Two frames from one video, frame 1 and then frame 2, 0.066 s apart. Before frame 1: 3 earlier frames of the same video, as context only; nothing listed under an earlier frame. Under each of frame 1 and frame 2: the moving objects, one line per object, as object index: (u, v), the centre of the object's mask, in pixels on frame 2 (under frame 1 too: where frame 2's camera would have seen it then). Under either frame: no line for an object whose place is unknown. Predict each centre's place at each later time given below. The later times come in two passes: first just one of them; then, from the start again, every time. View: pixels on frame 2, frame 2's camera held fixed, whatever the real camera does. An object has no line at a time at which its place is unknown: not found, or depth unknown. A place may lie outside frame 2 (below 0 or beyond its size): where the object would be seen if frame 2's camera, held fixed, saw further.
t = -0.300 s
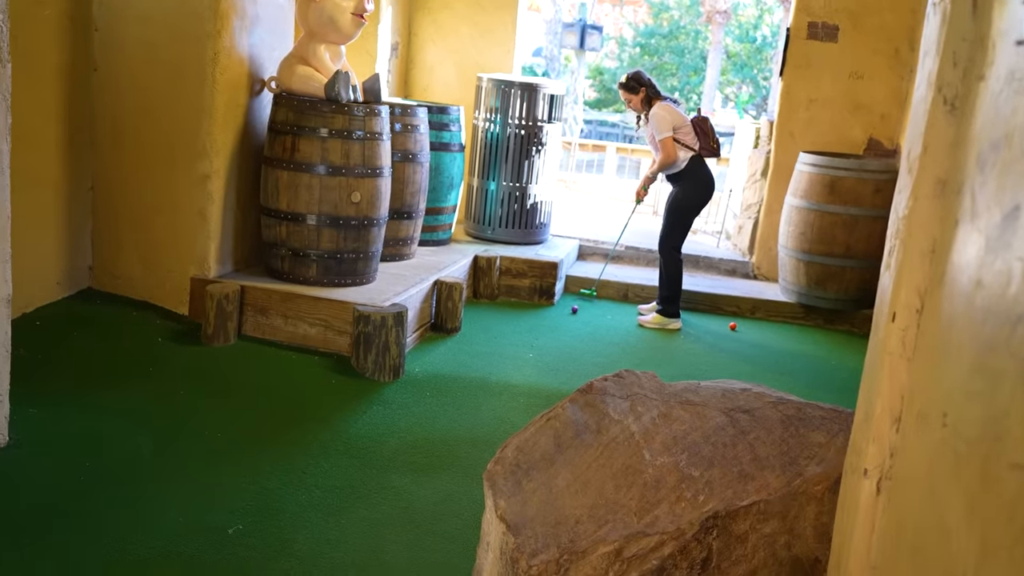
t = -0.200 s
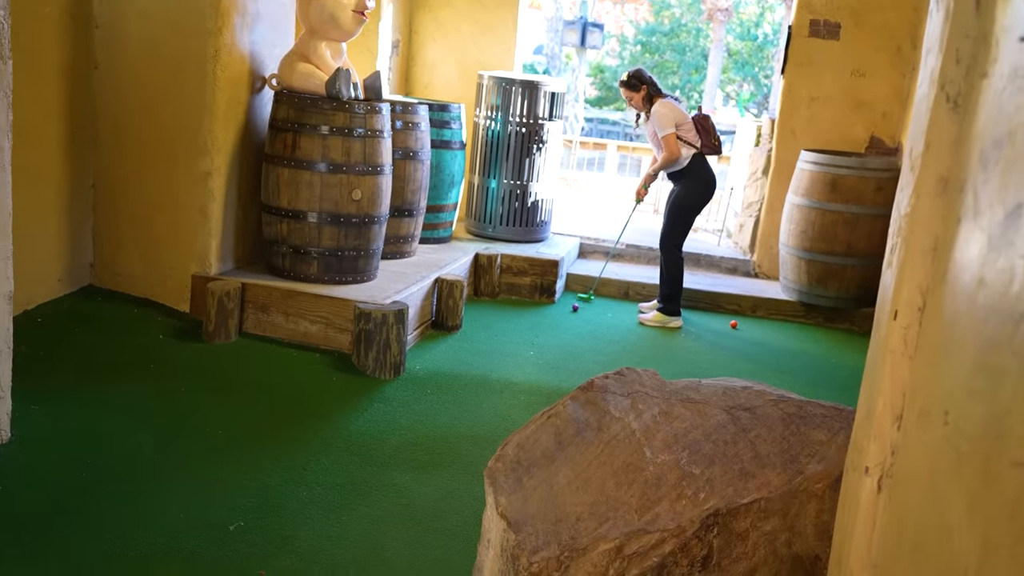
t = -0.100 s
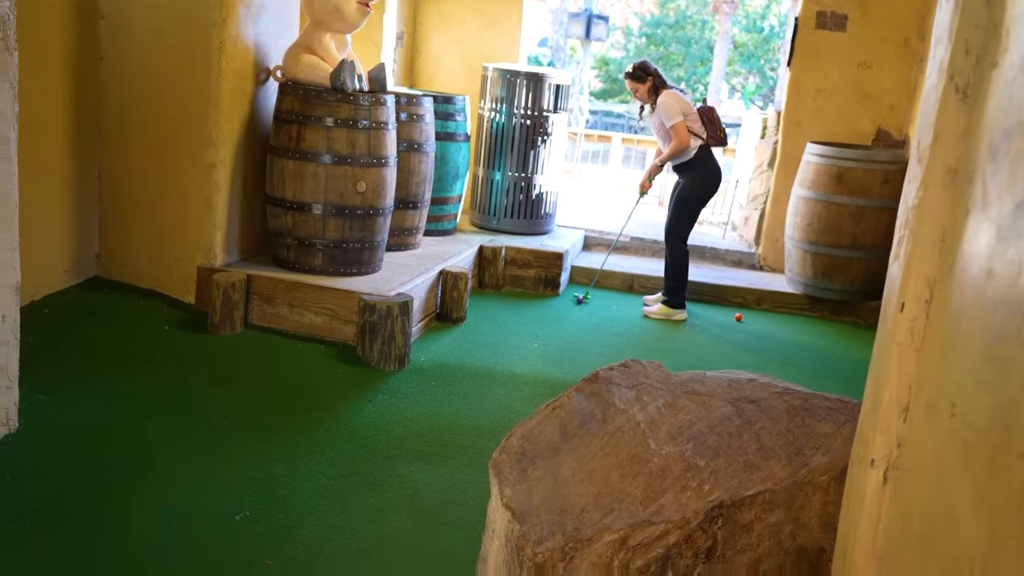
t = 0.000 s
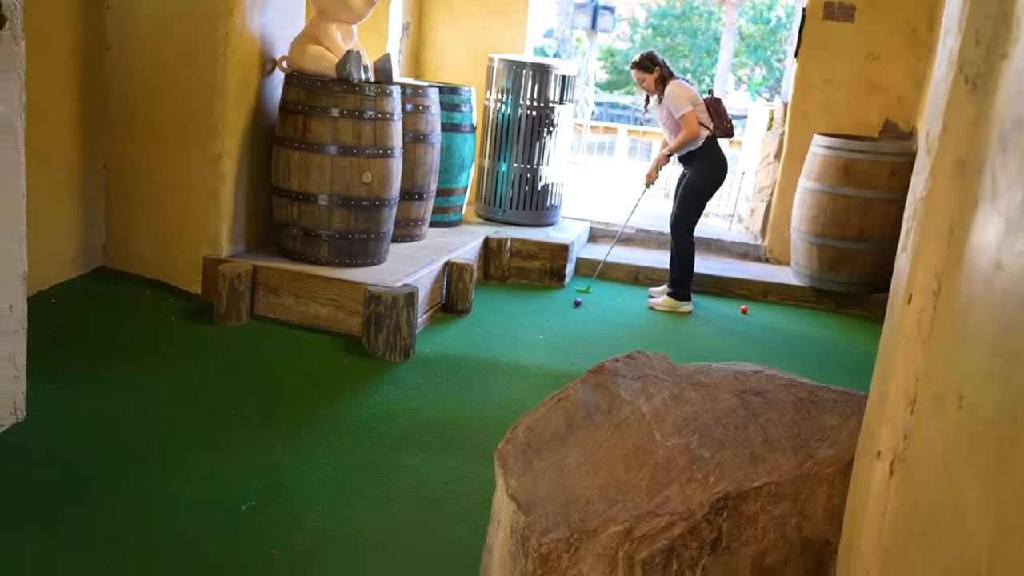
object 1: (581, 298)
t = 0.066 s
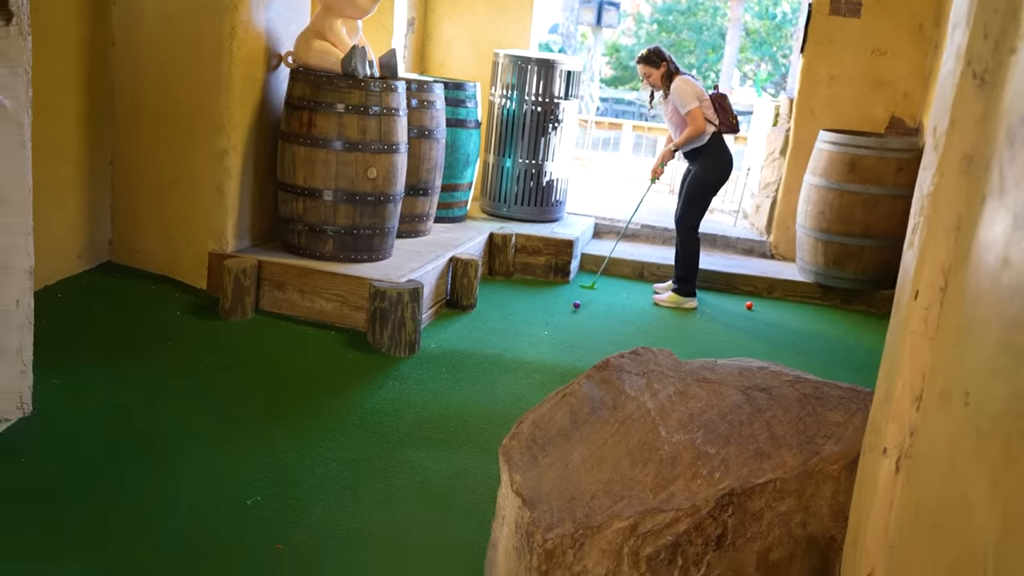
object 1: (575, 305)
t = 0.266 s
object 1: (560, 329)
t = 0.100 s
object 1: (573, 310)
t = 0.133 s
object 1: (570, 313)
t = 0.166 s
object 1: (568, 317)
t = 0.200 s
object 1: (565, 322)
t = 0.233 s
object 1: (563, 325)
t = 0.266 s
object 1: (560, 329)
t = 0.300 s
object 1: (557, 333)
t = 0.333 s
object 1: (554, 336)
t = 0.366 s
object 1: (551, 341)
